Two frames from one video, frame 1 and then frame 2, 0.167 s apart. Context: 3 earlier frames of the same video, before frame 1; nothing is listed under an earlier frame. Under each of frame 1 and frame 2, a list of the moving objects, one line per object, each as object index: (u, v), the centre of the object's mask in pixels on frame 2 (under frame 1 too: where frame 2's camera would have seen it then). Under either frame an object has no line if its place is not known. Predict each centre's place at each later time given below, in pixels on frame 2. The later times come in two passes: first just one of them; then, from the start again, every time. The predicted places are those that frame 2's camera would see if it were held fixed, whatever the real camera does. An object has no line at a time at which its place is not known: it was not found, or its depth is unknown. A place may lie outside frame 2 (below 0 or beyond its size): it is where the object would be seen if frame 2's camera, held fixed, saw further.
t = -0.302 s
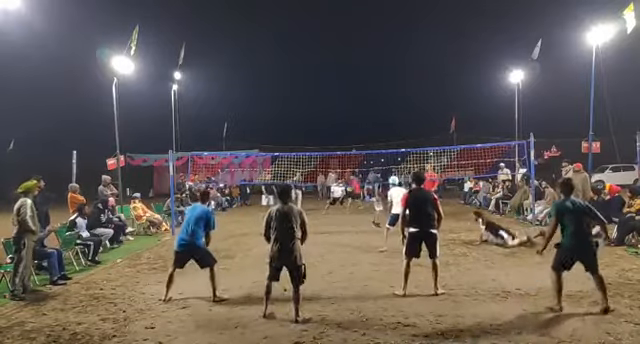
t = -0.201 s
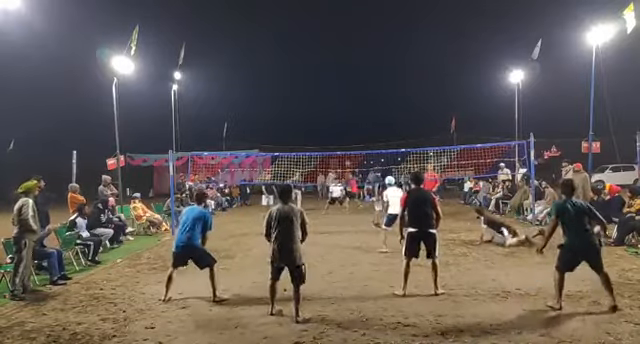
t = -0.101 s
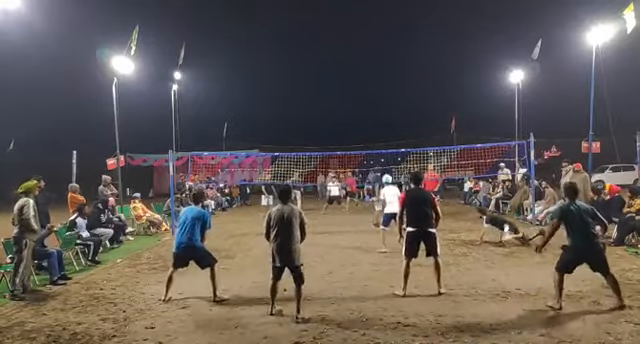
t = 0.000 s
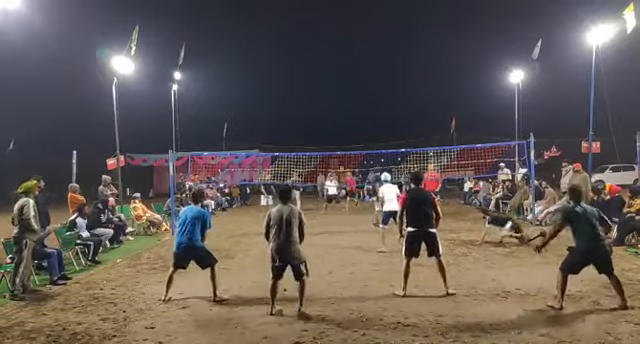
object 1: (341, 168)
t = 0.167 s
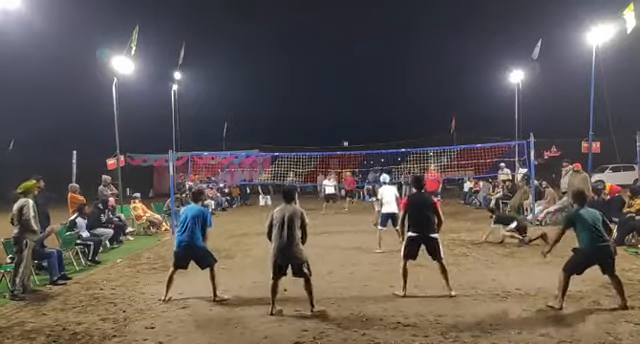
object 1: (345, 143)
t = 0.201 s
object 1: (346, 139)
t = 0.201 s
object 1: (346, 139)
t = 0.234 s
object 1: (347, 135)
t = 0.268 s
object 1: (348, 130)
